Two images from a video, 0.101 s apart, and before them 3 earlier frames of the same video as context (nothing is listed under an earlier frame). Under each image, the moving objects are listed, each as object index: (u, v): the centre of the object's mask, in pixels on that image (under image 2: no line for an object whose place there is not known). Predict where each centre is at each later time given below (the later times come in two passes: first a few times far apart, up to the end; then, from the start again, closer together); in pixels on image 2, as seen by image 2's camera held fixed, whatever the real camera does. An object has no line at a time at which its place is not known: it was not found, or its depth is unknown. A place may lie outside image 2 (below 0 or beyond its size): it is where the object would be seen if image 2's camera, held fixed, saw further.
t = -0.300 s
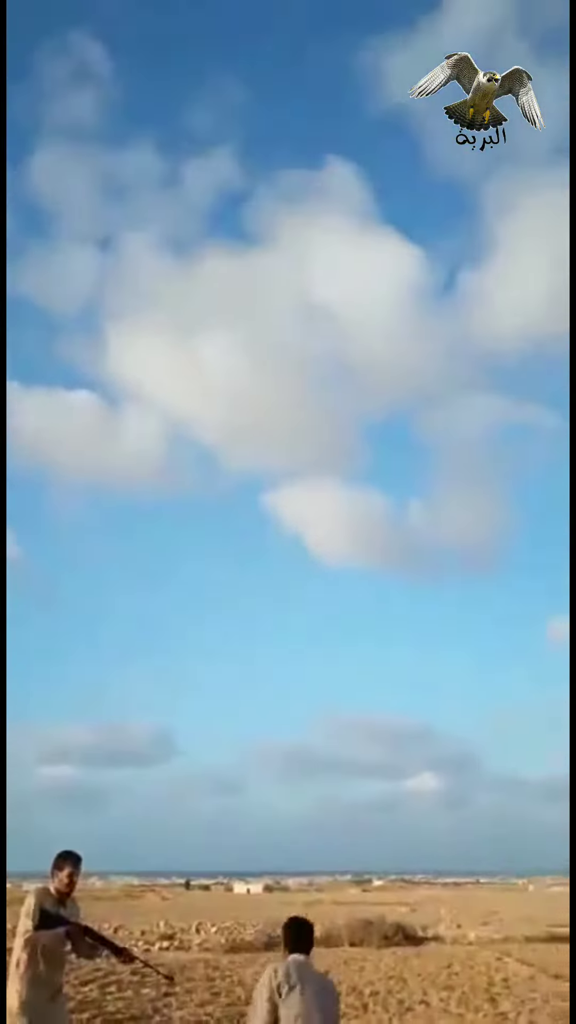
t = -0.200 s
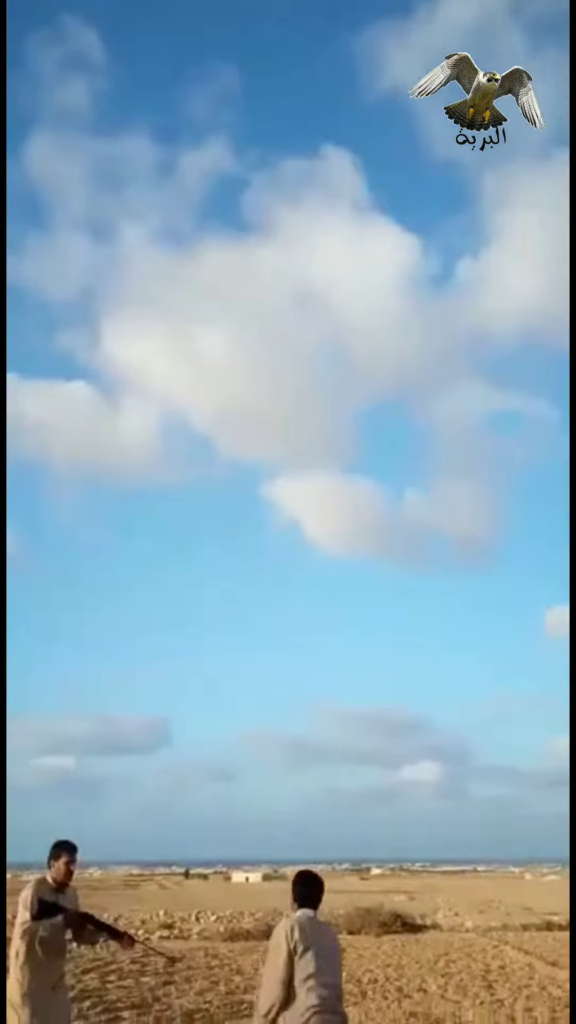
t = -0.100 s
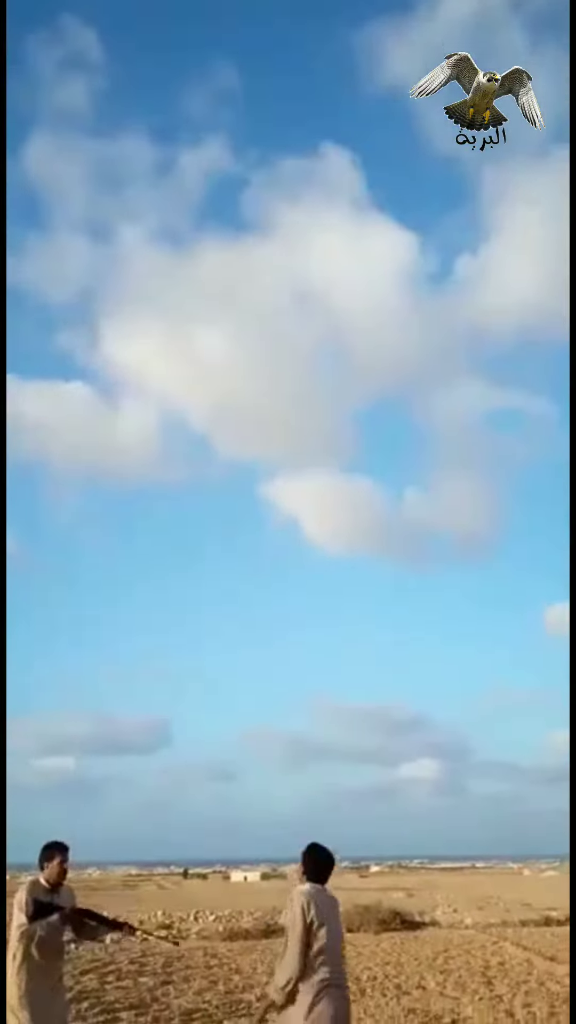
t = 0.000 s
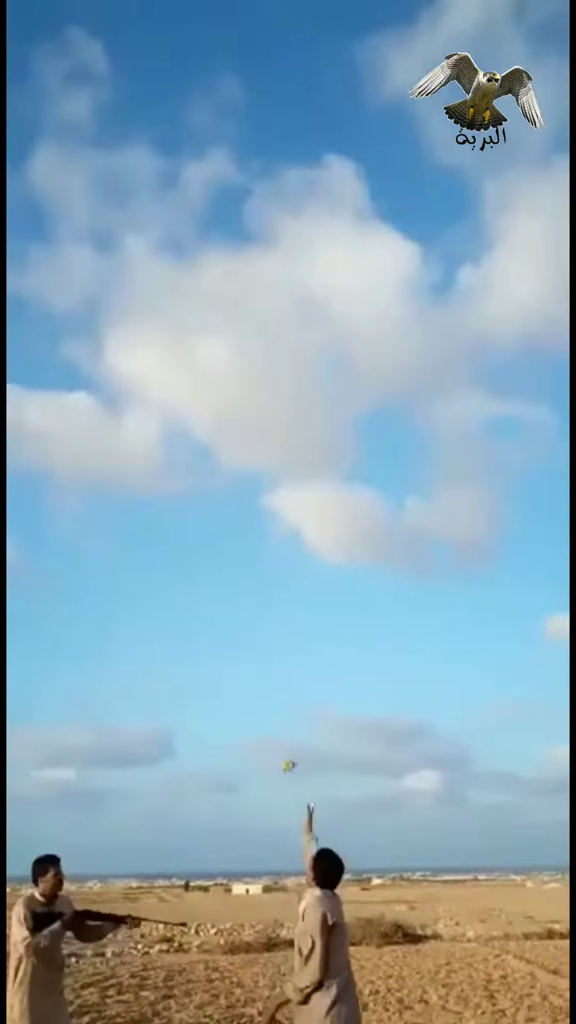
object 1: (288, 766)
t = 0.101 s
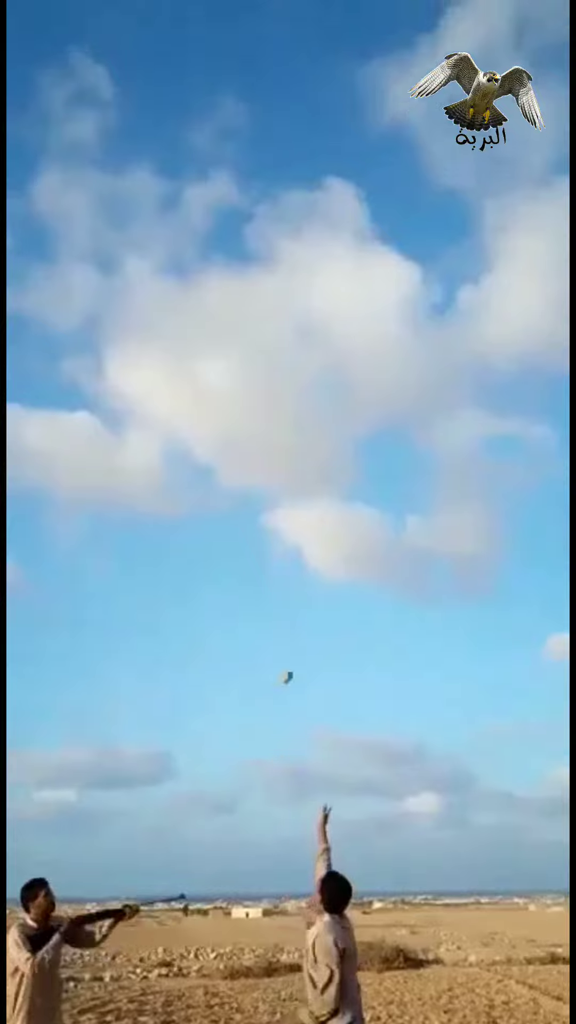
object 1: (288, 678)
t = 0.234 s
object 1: (283, 573)
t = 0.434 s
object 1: (279, 477)
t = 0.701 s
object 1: (276, 429)
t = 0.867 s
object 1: (276, 431)
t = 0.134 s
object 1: (287, 647)
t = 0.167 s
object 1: (286, 621)
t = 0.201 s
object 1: (284, 596)
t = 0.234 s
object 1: (283, 573)
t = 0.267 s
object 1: (283, 554)
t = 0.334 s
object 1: (282, 518)
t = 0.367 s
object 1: (280, 503)
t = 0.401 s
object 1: (280, 490)
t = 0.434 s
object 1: (279, 477)
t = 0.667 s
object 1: (276, 429)
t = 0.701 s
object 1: (276, 429)
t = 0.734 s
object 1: (276, 427)
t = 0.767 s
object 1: (275, 427)
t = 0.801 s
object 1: (276, 428)
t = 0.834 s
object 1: (276, 430)
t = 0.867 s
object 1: (276, 431)
